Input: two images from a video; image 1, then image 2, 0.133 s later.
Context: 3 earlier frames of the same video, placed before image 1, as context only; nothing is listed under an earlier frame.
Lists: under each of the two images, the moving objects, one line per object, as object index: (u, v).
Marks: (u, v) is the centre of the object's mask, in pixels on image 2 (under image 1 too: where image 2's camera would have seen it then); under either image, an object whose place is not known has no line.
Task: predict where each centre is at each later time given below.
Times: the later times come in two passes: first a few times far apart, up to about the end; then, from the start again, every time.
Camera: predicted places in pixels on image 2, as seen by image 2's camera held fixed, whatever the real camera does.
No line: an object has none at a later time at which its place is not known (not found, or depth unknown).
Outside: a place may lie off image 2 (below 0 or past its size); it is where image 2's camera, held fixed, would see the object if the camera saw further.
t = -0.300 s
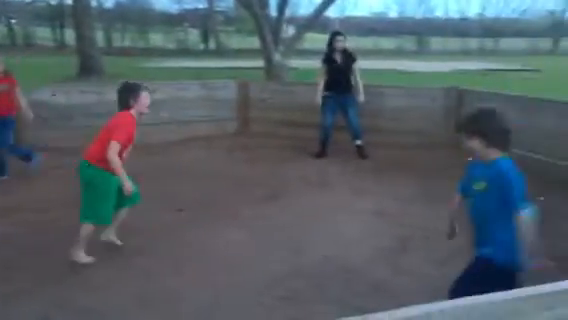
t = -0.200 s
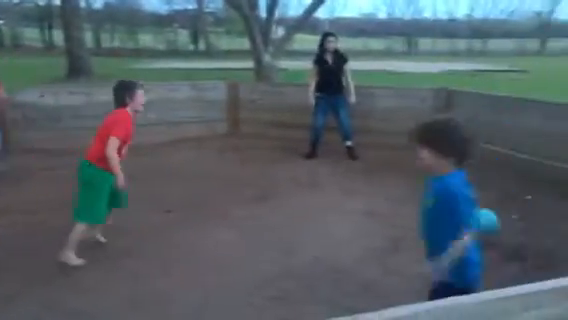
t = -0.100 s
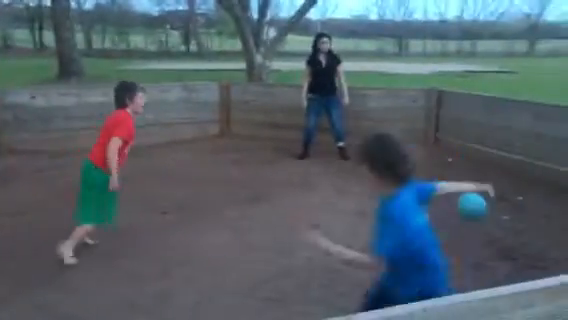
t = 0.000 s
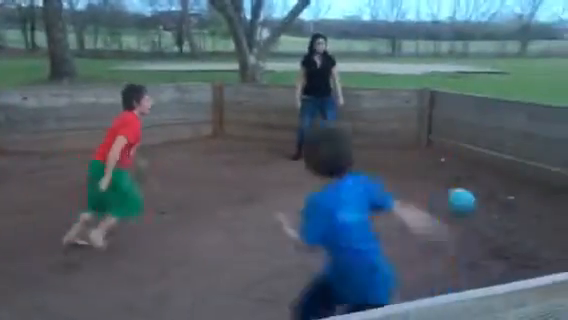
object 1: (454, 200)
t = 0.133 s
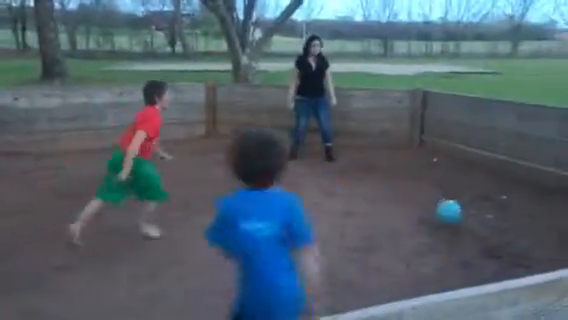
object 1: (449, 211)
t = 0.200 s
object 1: (445, 209)
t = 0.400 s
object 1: (433, 201)
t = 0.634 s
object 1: (422, 198)
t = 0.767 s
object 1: (416, 194)
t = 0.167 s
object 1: (447, 213)
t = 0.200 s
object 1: (445, 209)
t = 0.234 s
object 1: (443, 204)
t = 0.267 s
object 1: (441, 201)
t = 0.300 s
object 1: (439, 200)
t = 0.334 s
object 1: (438, 199)
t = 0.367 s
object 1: (435, 200)
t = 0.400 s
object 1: (433, 201)
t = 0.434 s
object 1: (430, 205)
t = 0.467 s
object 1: (429, 204)
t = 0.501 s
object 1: (428, 200)
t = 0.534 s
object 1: (427, 198)
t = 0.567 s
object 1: (425, 197)
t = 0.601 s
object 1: (424, 197)
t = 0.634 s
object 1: (422, 198)
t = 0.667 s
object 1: (420, 198)
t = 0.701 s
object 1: (419, 197)
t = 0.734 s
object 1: (418, 195)
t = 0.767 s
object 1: (416, 194)
